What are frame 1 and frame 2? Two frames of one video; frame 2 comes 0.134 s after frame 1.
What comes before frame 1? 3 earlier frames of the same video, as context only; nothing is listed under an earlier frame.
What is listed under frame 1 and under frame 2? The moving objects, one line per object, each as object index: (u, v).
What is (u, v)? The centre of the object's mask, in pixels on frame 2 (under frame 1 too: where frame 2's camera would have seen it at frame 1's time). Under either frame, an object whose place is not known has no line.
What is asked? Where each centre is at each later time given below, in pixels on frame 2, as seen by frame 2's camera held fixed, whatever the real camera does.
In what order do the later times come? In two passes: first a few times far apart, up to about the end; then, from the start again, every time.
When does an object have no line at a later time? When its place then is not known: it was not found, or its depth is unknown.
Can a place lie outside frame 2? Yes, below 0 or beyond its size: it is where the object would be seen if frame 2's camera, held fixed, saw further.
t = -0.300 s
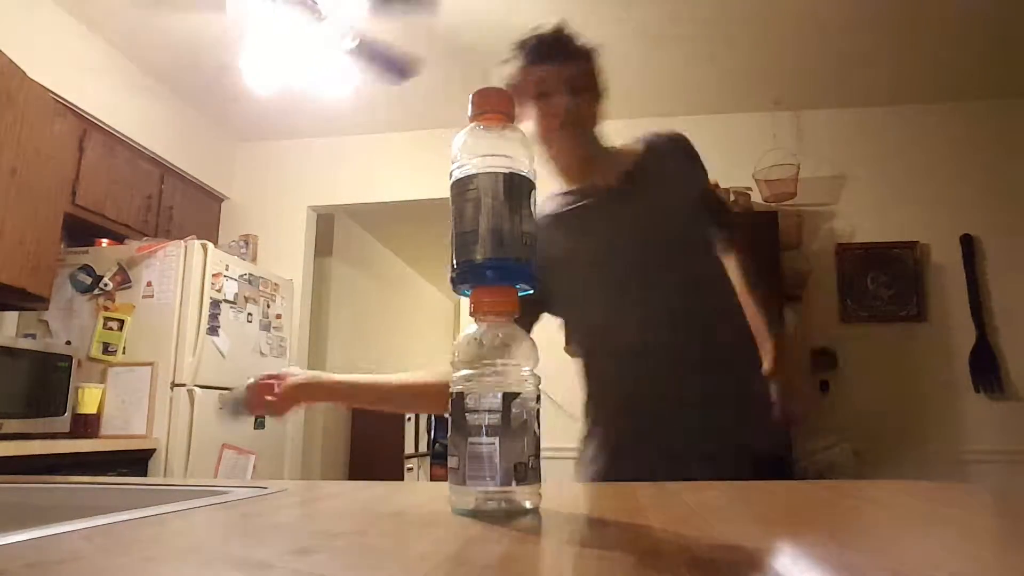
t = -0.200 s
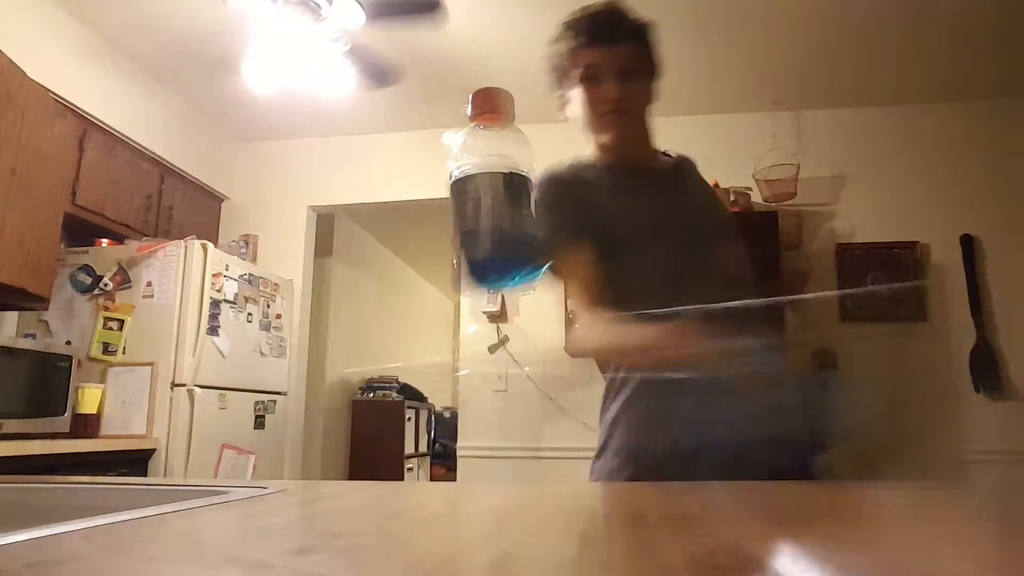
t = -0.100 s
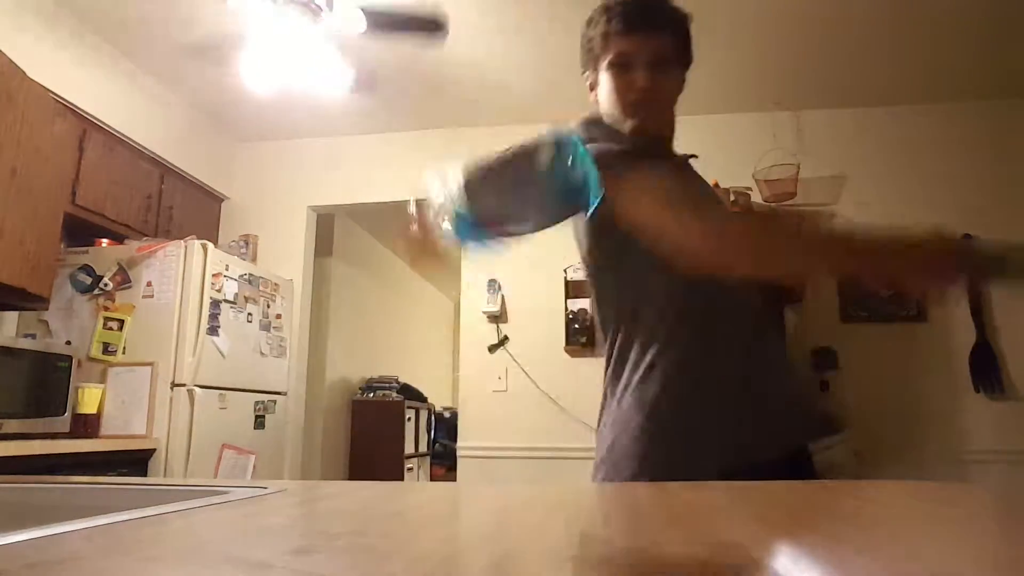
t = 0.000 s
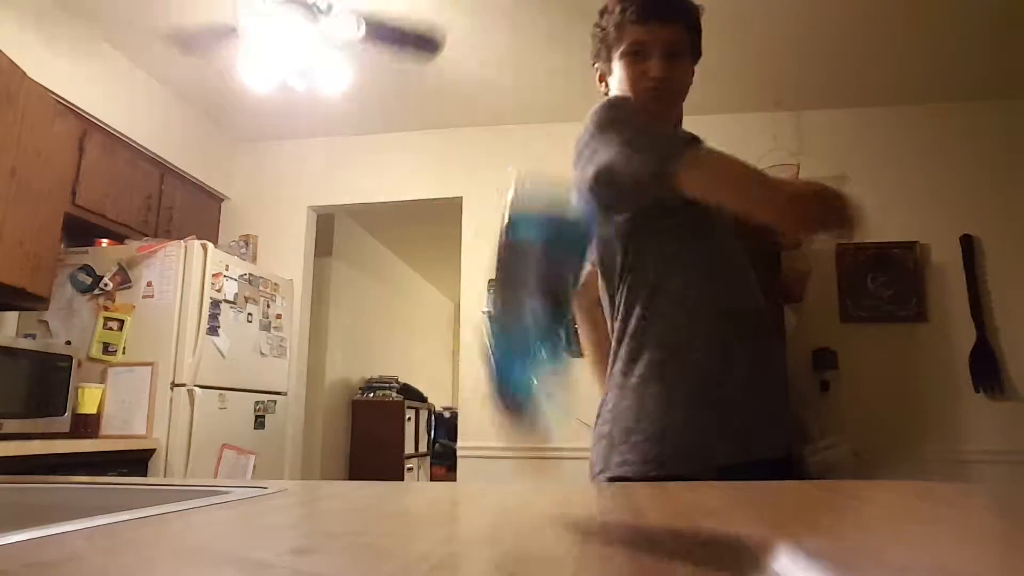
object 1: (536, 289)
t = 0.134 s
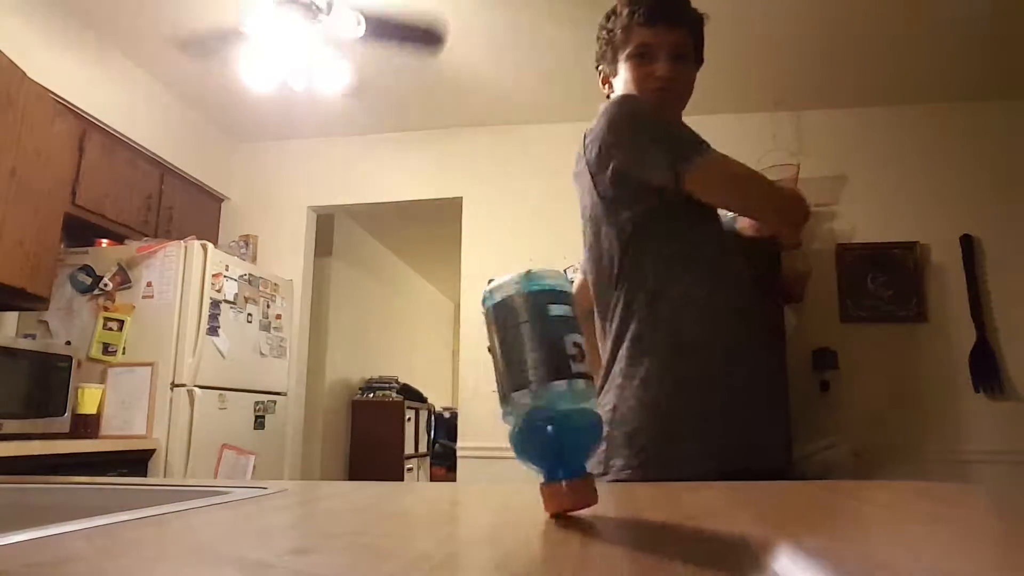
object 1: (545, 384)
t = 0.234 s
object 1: (529, 391)
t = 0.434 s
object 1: (472, 458)
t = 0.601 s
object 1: (453, 461)
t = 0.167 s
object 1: (541, 385)
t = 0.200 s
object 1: (537, 387)
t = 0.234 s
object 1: (529, 391)
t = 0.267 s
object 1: (518, 397)
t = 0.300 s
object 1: (509, 415)
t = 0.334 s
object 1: (493, 439)
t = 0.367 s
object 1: (477, 453)
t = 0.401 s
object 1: (476, 455)
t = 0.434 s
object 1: (472, 458)
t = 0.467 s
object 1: (467, 459)
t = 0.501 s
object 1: (464, 460)
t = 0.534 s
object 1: (460, 460)
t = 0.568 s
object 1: (456, 461)
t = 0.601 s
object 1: (453, 461)
